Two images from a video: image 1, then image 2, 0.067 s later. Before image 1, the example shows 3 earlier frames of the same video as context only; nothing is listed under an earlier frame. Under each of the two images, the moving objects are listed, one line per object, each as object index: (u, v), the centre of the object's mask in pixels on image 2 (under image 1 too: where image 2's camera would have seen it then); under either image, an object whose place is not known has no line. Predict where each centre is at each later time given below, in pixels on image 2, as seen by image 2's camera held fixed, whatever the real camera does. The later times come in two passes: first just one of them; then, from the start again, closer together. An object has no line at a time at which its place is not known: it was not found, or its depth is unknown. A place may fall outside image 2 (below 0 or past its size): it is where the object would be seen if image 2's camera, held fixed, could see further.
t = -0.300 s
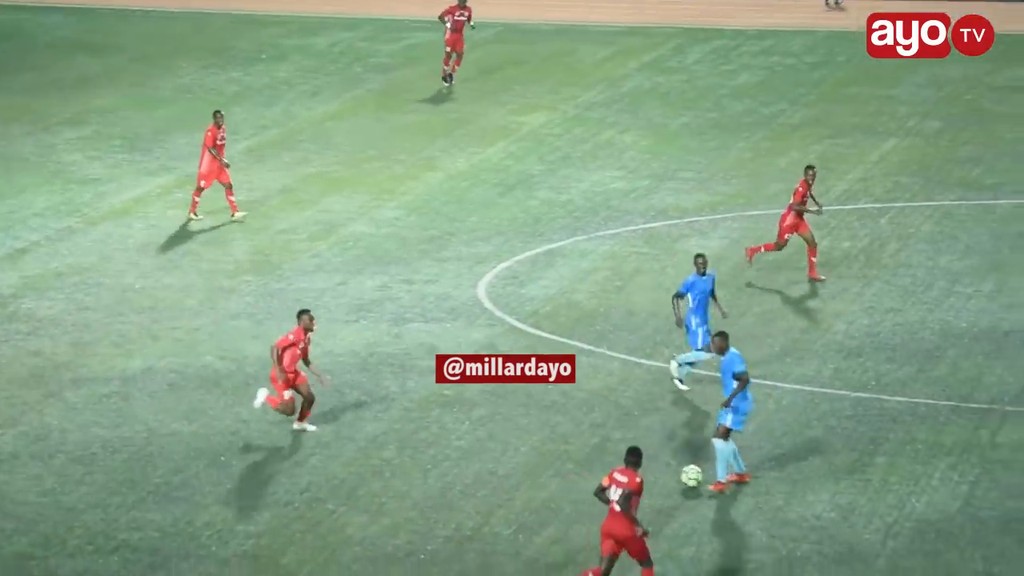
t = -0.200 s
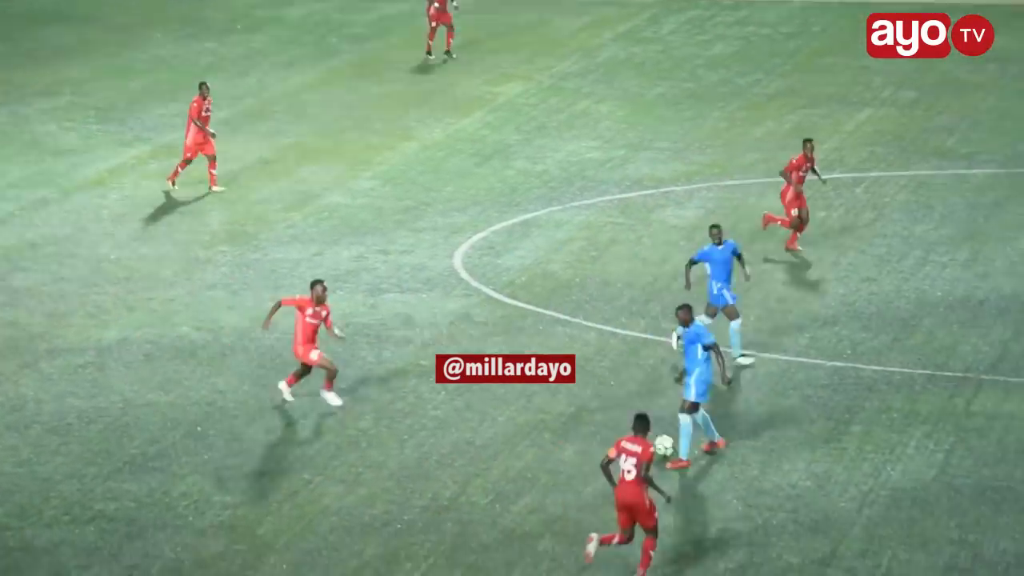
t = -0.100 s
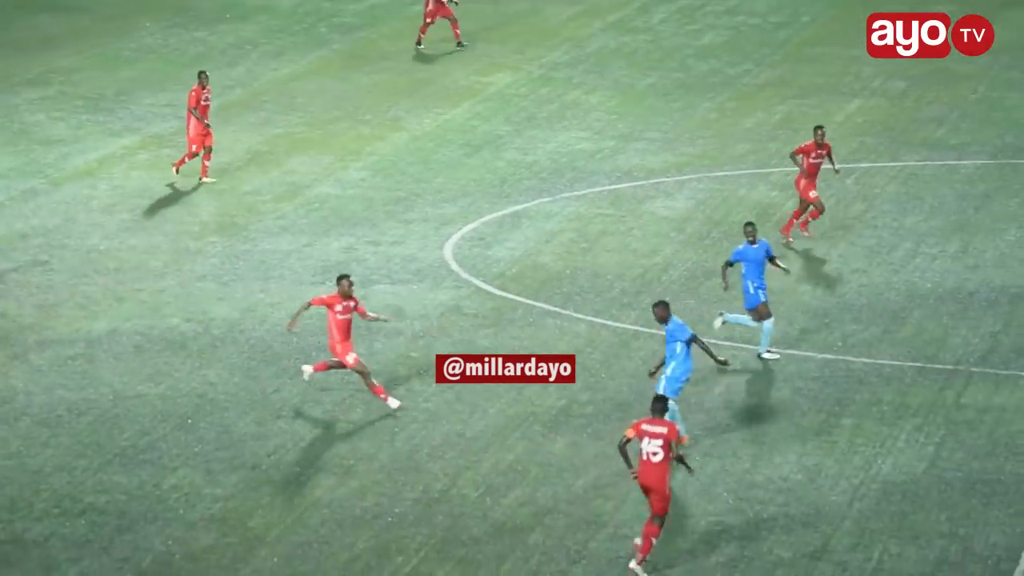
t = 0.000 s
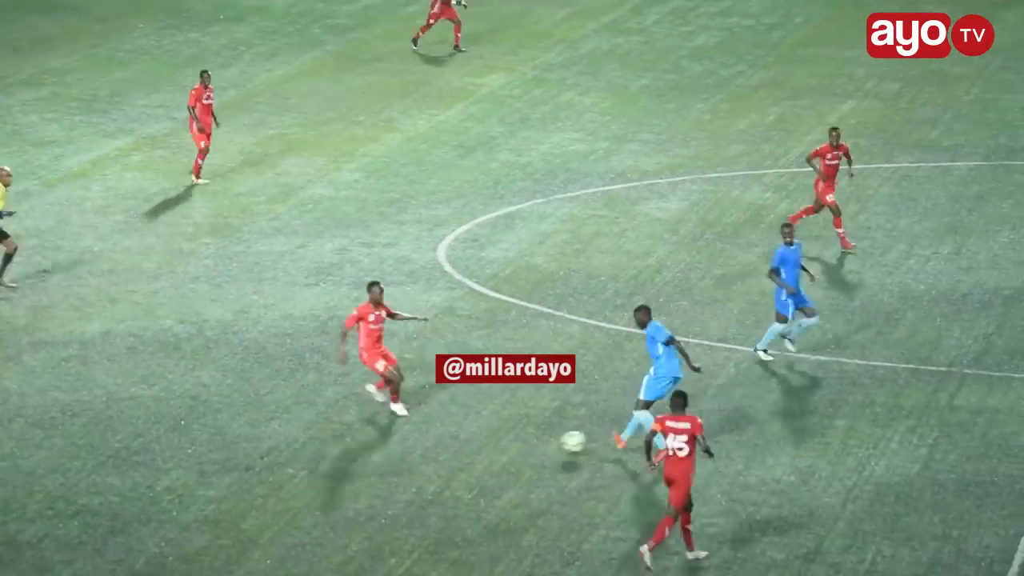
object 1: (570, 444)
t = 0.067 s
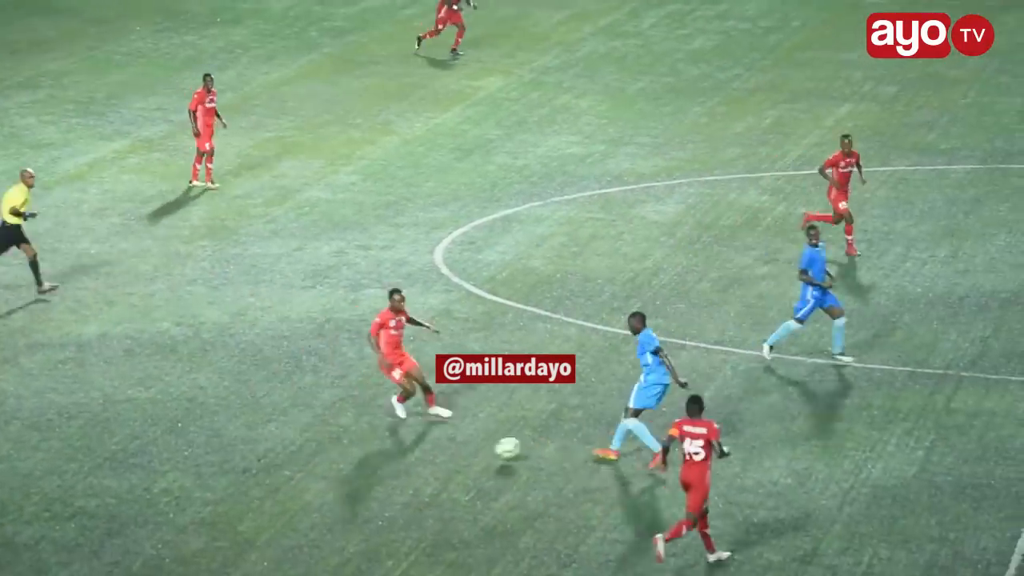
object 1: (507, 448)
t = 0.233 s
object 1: (367, 460)
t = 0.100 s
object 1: (478, 451)
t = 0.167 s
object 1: (422, 455)
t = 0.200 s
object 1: (395, 456)
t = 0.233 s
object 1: (367, 460)
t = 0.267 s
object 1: (340, 462)
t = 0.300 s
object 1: (318, 460)
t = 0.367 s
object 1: (270, 460)
